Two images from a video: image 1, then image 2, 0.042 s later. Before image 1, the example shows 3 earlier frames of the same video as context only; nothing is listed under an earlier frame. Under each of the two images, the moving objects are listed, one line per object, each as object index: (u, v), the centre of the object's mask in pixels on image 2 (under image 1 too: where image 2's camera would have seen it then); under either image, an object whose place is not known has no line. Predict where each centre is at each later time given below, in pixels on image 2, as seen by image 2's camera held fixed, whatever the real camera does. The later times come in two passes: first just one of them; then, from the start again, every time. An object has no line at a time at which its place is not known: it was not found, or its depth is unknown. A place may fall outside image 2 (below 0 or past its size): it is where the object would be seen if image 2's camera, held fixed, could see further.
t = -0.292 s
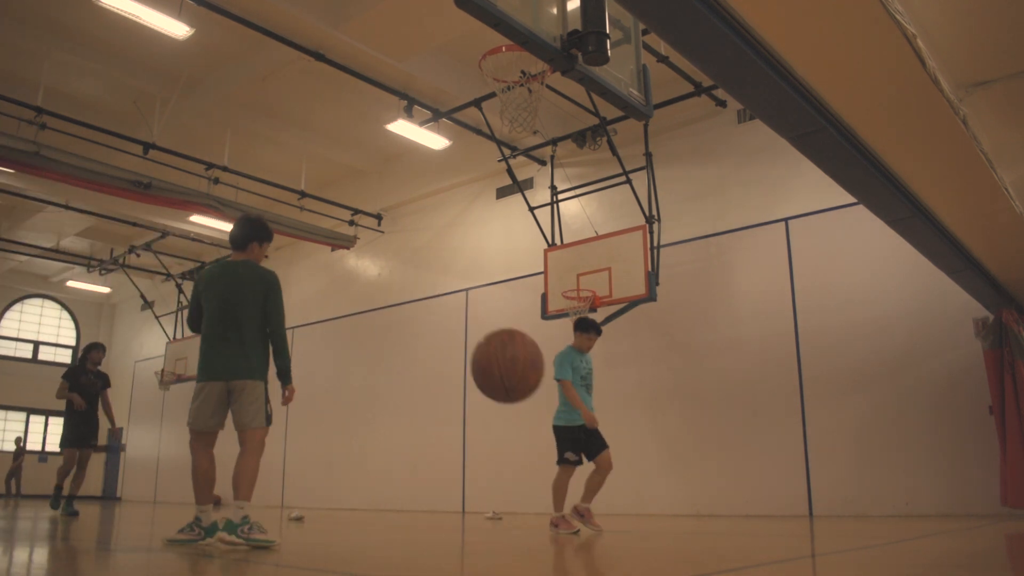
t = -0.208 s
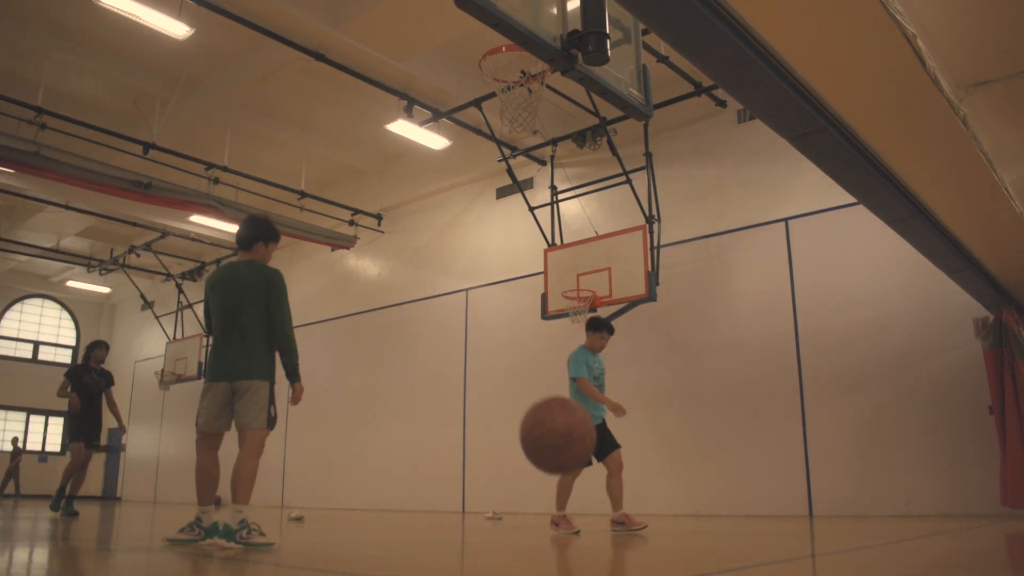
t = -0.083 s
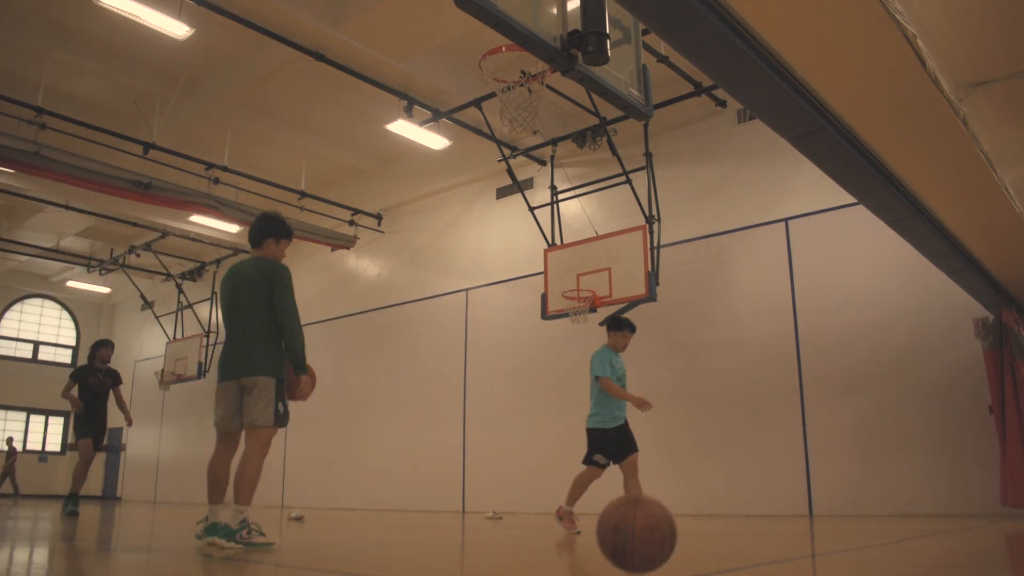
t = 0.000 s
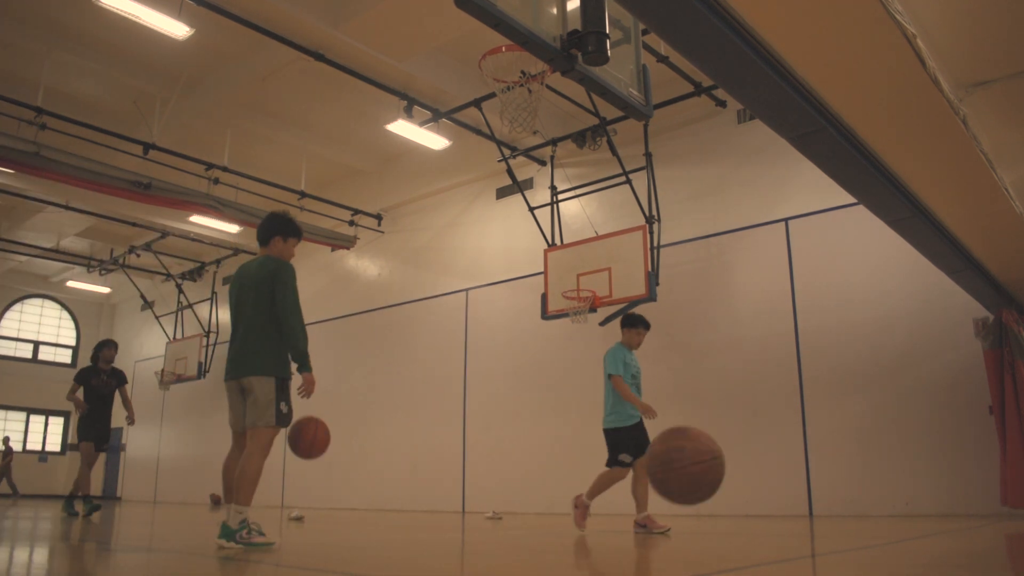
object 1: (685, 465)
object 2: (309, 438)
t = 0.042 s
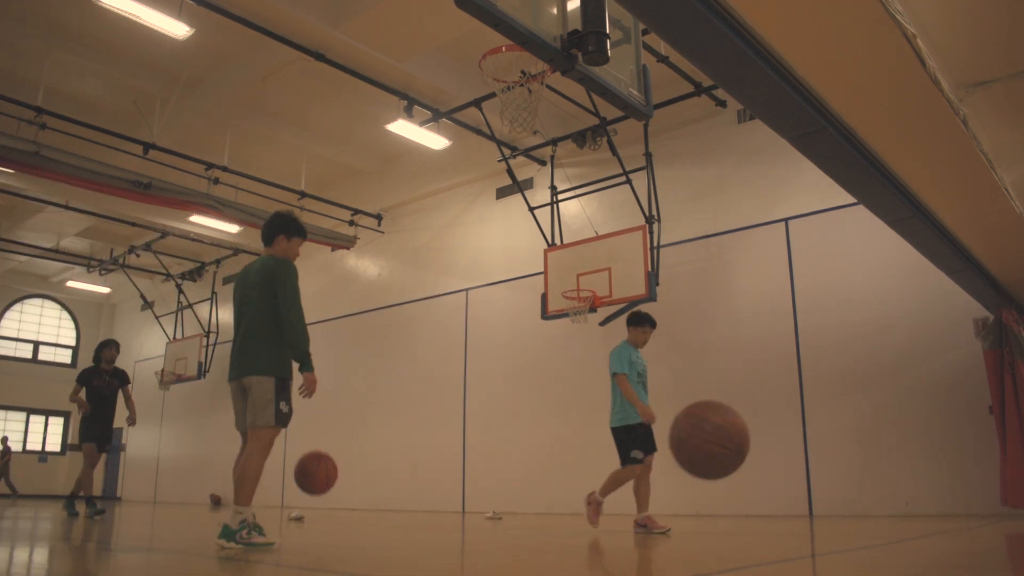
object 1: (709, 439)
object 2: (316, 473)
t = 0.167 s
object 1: (784, 396)
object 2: (331, 479)
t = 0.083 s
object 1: (734, 420)
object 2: (323, 513)
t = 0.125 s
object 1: (759, 405)
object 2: (328, 509)
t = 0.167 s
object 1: (784, 396)
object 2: (331, 479)
